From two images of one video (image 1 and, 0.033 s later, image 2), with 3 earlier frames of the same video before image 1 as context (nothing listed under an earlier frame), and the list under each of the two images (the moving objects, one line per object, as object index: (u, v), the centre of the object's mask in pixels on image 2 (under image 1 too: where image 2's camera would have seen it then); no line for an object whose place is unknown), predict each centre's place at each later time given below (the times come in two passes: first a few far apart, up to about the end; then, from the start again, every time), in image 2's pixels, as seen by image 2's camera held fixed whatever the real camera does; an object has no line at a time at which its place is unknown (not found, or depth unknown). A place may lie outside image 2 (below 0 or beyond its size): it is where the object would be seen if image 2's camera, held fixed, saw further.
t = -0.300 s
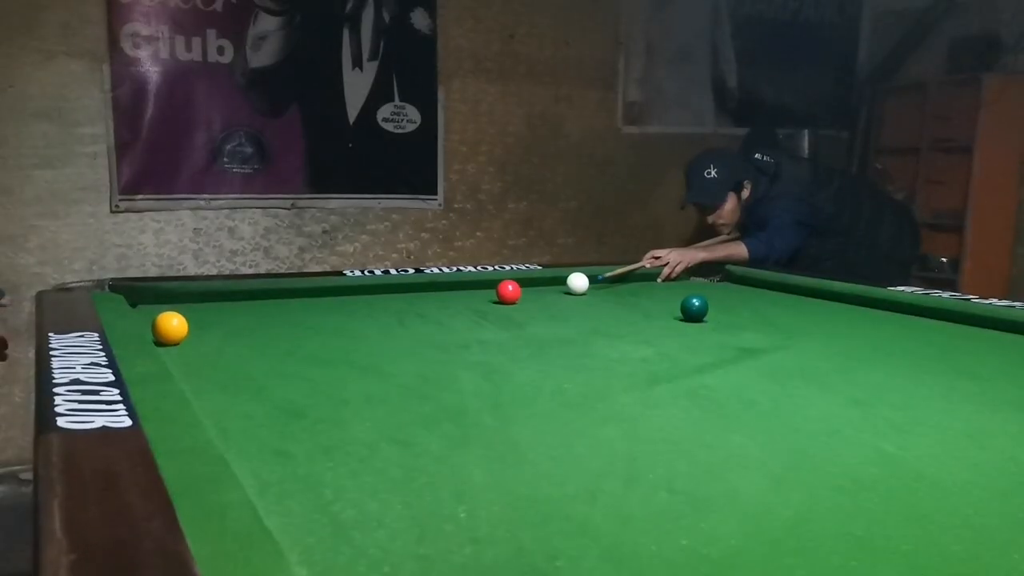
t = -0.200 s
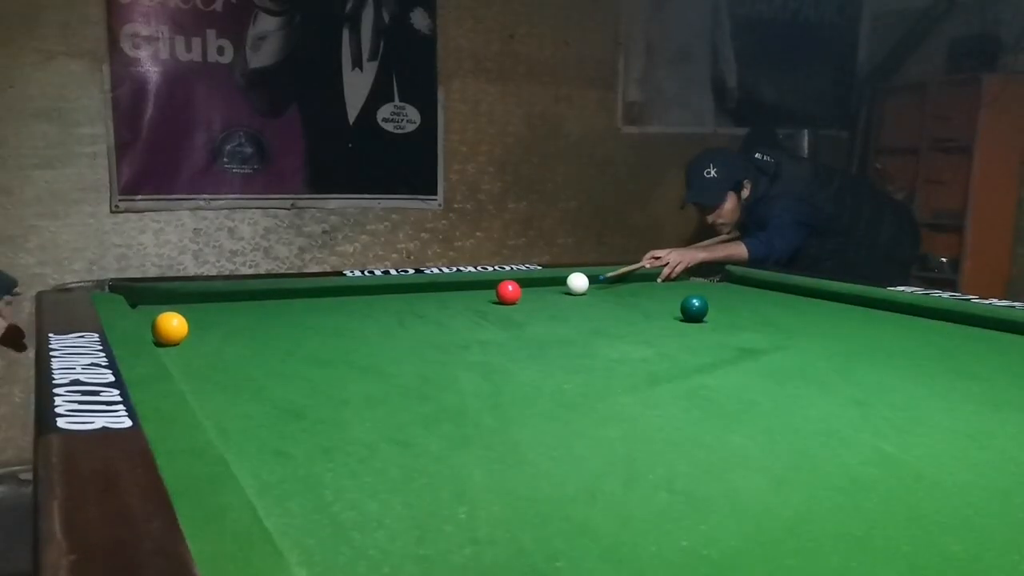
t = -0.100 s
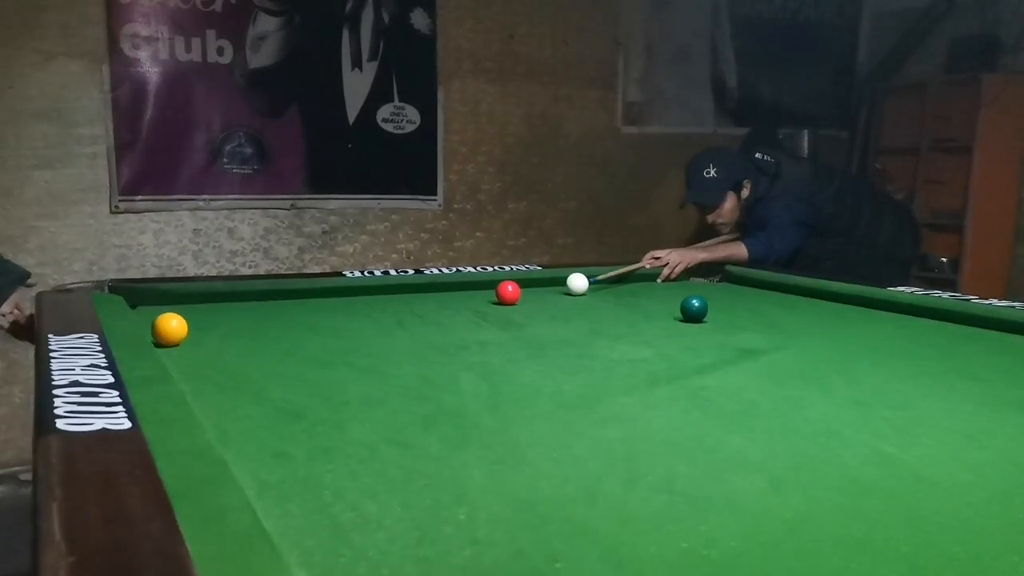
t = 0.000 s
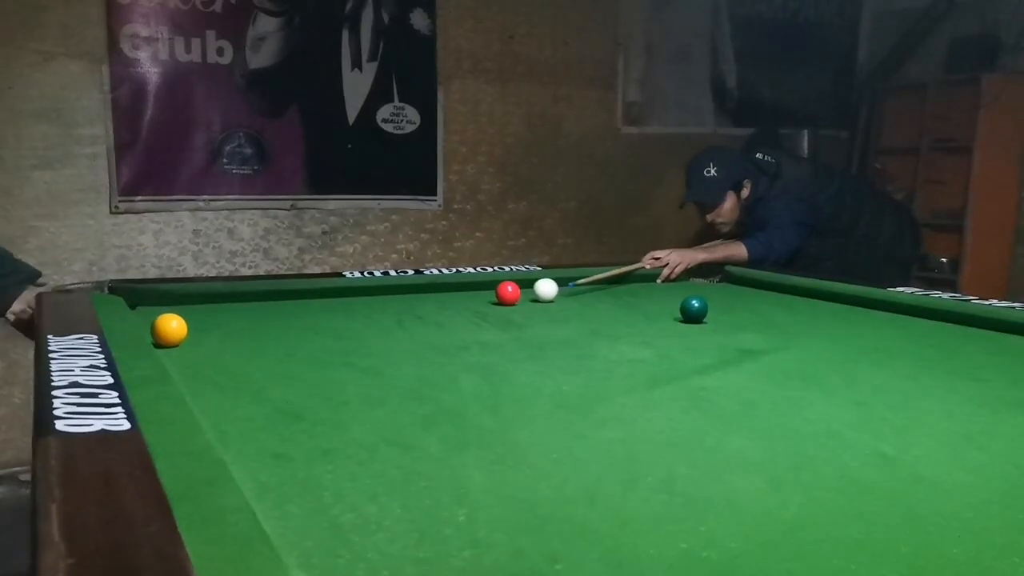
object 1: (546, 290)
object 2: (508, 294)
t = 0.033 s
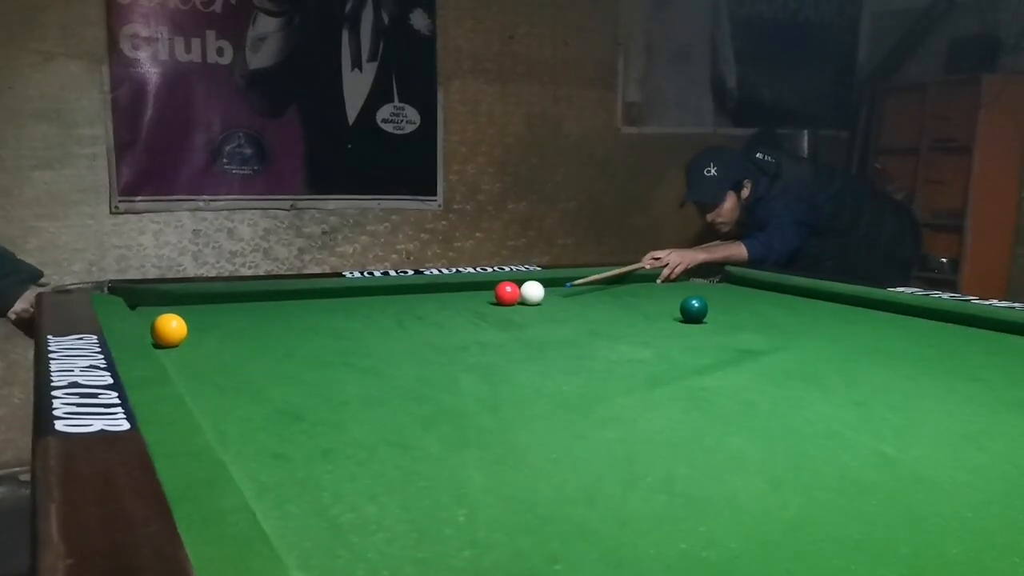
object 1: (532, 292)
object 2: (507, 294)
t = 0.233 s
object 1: (540, 305)
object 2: (423, 296)
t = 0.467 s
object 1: (547, 322)
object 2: (335, 298)
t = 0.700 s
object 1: (556, 343)
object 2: (246, 300)
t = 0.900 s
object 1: (563, 362)
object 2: (176, 301)
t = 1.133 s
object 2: (163, 300)
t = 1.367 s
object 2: (203, 296)
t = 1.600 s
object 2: (235, 297)
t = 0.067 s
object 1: (535, 295)
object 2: (490, 294)
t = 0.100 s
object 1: (537, 297)
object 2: (474, 294)
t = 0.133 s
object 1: (537, 299)
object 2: (460, 294)
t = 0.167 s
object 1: (539, 301)
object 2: (448, 295)
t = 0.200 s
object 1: (539, 303)
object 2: (435, 295)
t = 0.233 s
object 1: (540, 305)
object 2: (423, 296)
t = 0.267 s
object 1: (541, 307)
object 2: (410, 296)
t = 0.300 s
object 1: (542, 310)
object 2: (398, 296)
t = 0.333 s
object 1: (543, 312)
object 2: (385, 297)
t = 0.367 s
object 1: (544, 315)
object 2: (372, 297)
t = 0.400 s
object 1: (545, 317)
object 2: (360, 297)
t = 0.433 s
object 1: (546, 320)
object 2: (347, 298)
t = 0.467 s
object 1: (547, 322)
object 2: (335, 298)
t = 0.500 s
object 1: (548, 325)
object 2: (322, 298)
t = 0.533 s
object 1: (550, 328)
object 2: (310, 299)
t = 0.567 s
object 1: (551, 331)
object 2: (297, 299)
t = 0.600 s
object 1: (552, 334)
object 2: (284, 299)
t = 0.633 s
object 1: (553, 337)
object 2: (272, 300)
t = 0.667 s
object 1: (555, 340)
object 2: (259, 300)
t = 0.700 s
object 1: (556, 343)
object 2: (246, 300)
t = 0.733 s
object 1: (557, 346)
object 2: (233, 301)
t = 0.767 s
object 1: (558, 349)
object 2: (221, 301)
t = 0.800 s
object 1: (560, 353)
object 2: (208, 301)
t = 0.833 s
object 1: (561, 357)
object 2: (195, 301)
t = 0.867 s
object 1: (563, 361)
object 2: (182, 302)
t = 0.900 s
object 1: (563, 362)
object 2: (176, 301)
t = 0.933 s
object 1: (565, 366)
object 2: (163, 302)
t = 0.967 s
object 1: (566, 370)
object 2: (149, 302)
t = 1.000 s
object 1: (568, 374)
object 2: (138, 302)
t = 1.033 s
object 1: (570, 378)
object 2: (143, 302)
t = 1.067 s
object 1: (572, 383)
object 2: (149, 301)
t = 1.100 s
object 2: (157, 300)
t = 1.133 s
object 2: (163, 300)
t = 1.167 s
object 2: (170, 299)
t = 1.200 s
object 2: (176, 298)
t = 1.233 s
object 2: (182, 297)
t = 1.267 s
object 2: (188, 297)
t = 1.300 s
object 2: (193, 296)
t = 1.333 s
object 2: (199, 296)
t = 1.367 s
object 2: (203, 296)
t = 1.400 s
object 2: (208, 296)
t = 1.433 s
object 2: (212, 296)
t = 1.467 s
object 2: (218, 296)
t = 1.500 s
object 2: (222, 296)
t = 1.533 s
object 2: (226, 296)
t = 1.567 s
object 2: (231, 296)
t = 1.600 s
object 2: (235, 297)
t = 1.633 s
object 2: (239, 297)
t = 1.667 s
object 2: (244, 297)
